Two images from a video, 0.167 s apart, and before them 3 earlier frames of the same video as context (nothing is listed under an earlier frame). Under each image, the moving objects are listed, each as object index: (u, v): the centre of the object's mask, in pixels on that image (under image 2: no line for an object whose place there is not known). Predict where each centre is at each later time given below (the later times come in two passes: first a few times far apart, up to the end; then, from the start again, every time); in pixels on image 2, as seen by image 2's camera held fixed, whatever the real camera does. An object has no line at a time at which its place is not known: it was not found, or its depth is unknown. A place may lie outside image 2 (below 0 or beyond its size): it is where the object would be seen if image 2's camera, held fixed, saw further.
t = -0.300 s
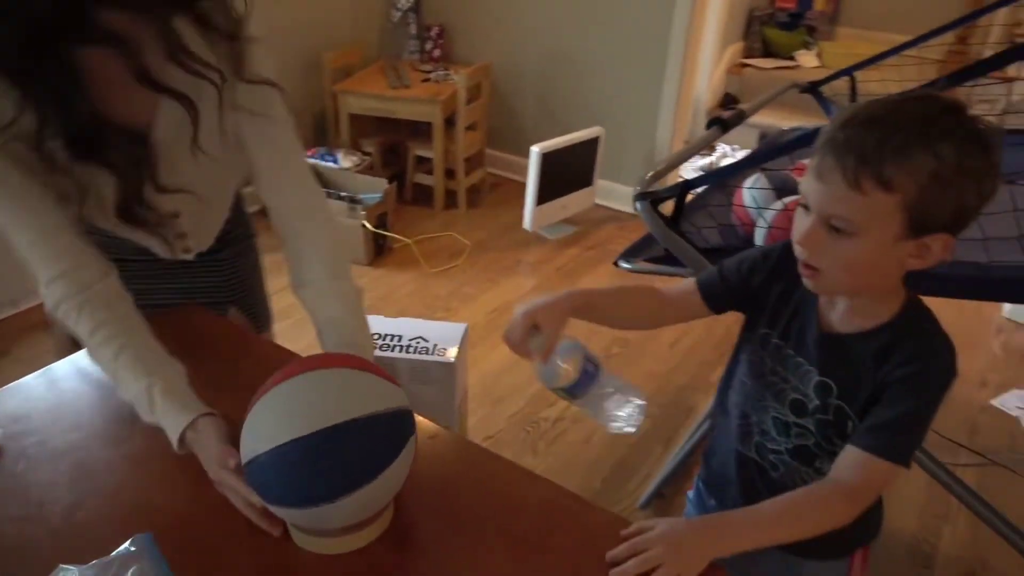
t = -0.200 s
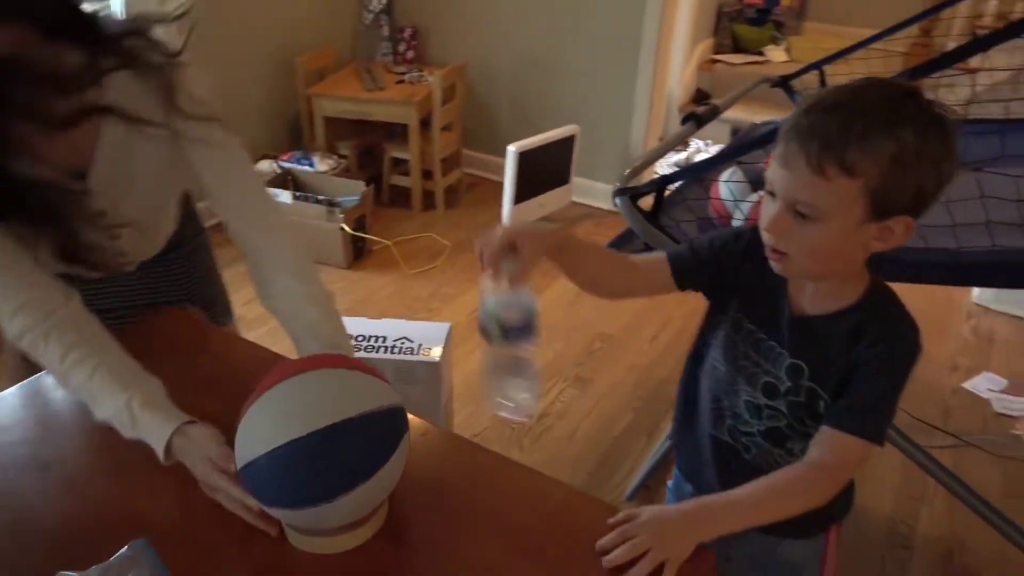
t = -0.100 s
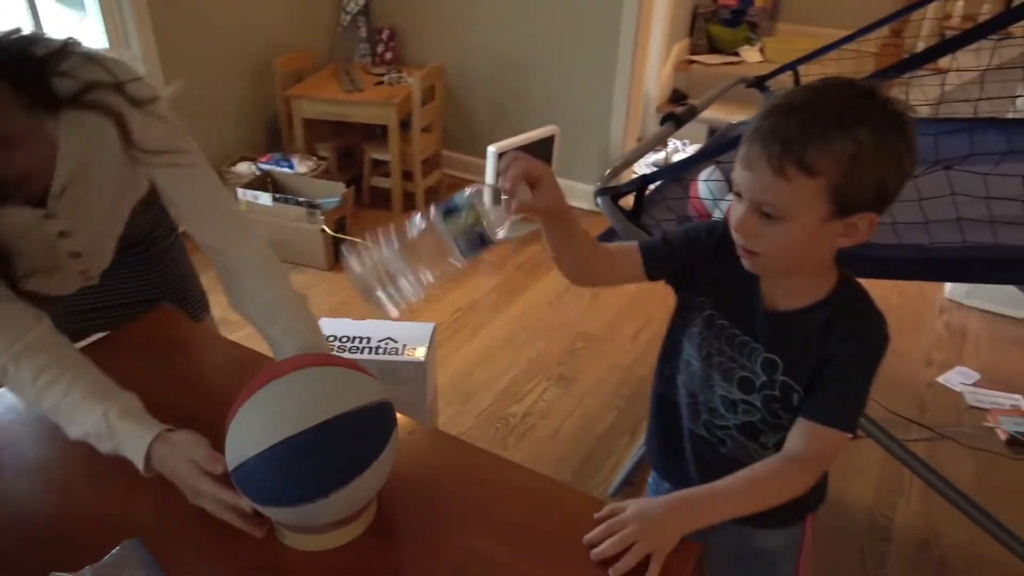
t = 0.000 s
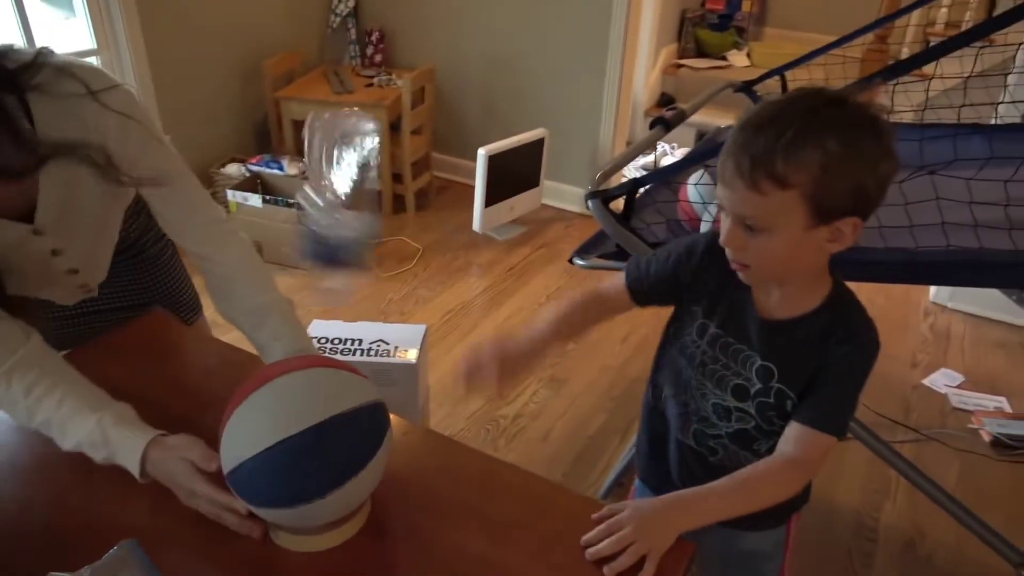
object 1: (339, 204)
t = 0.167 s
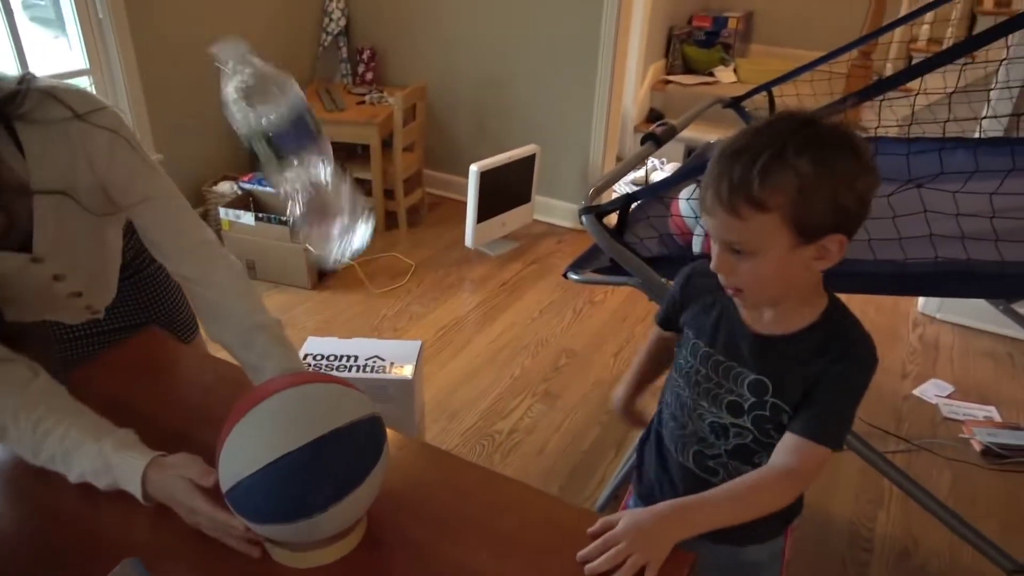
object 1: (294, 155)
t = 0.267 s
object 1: (311, 290)
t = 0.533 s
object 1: (337, 327)
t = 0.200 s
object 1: (301, 191)
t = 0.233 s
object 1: (306, 240)
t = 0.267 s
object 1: (311, 290)
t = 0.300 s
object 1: (316, 291)
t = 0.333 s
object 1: (317, 289)
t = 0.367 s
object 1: (320, 286)
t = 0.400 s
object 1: (324, 284)
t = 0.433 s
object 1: (330, 285)
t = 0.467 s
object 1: (334, 293)
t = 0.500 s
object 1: (337, 306)
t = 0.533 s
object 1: (337, 327)
